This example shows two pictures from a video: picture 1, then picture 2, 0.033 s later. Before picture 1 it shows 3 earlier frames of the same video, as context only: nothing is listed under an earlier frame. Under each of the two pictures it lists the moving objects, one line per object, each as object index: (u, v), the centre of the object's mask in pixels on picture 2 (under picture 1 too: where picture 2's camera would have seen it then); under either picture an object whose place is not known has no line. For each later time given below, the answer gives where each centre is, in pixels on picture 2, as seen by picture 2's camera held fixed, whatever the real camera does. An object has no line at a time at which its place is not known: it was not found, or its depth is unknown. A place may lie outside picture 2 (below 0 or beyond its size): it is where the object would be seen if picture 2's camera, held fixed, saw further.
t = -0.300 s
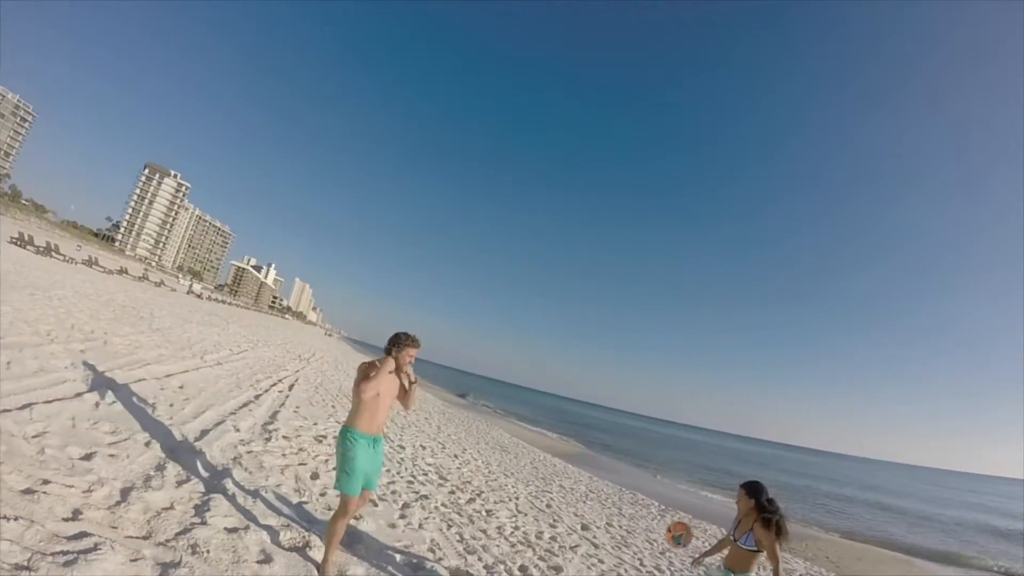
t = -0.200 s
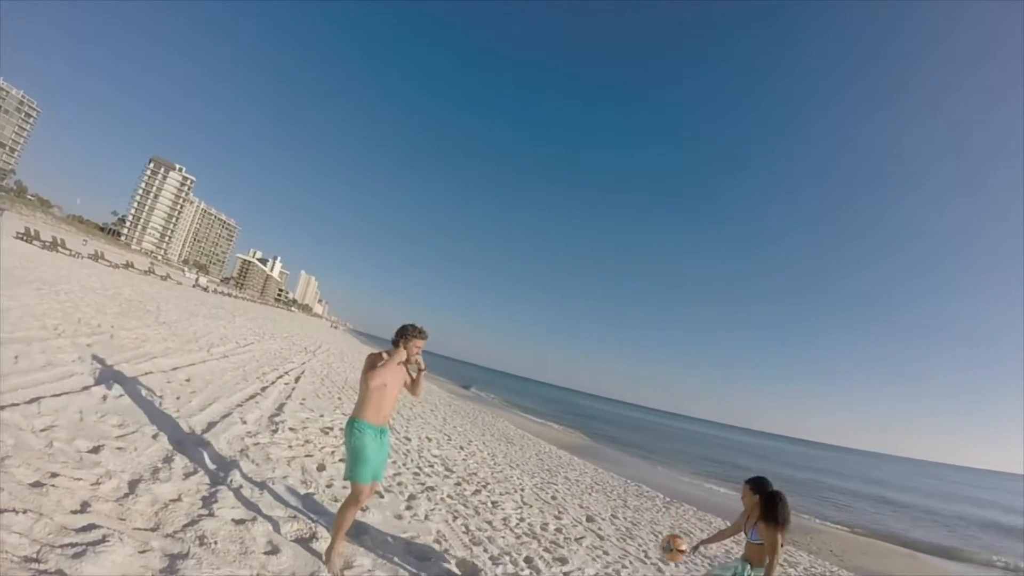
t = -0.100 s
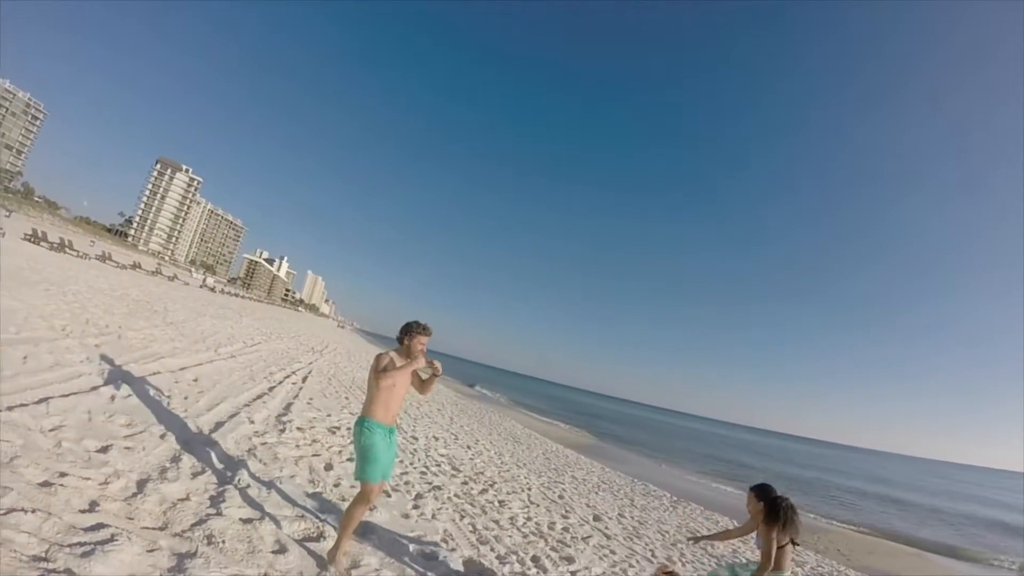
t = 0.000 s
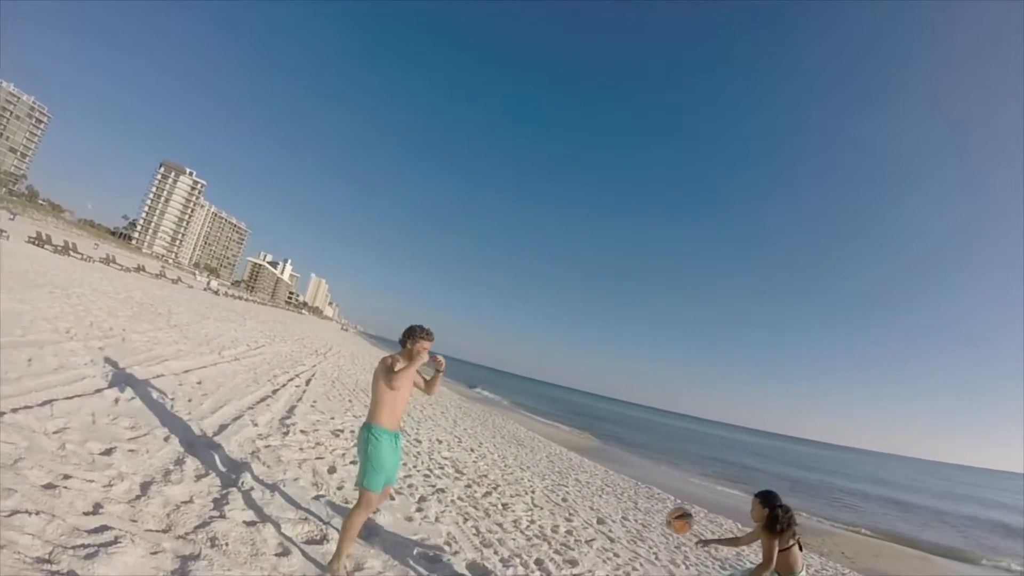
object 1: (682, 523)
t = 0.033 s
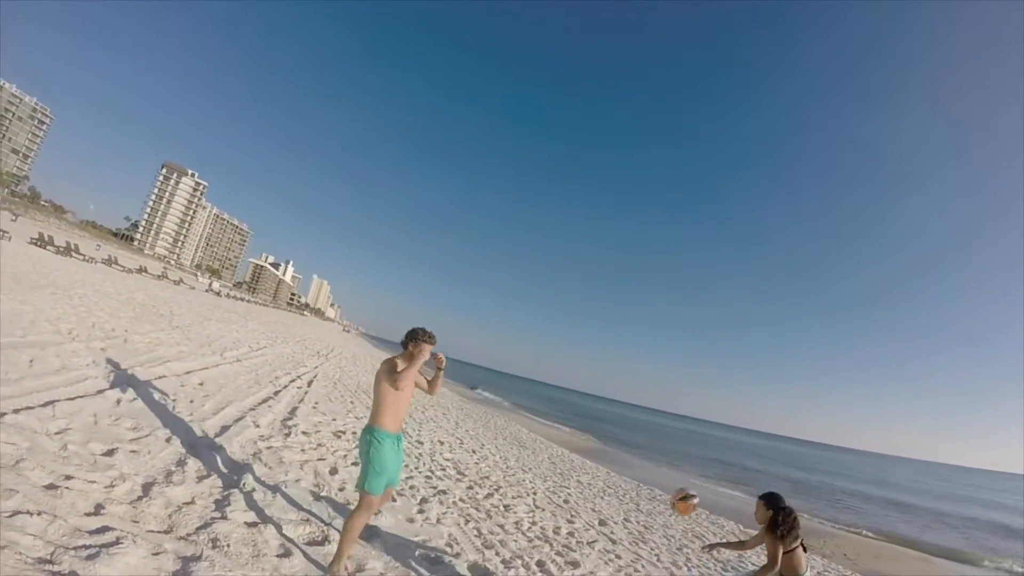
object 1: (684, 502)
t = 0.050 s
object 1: (685, 491)
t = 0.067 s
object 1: (686, 481)
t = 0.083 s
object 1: (688, 471)
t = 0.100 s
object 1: (688, 462)
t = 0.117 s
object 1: (688, 453)
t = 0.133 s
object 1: (688, 444)
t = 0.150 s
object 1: (689, 436)
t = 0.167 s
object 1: (689, 427)
